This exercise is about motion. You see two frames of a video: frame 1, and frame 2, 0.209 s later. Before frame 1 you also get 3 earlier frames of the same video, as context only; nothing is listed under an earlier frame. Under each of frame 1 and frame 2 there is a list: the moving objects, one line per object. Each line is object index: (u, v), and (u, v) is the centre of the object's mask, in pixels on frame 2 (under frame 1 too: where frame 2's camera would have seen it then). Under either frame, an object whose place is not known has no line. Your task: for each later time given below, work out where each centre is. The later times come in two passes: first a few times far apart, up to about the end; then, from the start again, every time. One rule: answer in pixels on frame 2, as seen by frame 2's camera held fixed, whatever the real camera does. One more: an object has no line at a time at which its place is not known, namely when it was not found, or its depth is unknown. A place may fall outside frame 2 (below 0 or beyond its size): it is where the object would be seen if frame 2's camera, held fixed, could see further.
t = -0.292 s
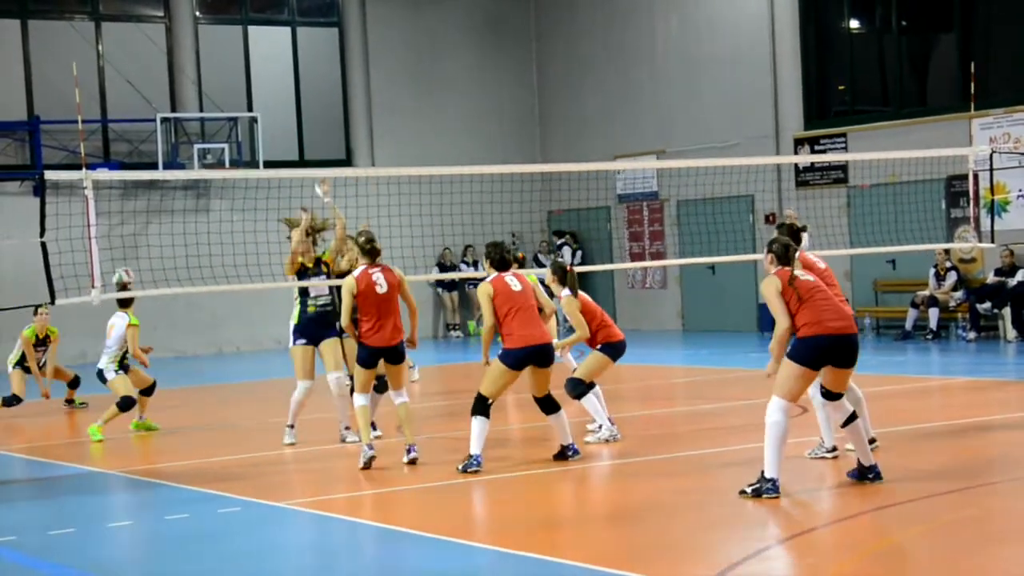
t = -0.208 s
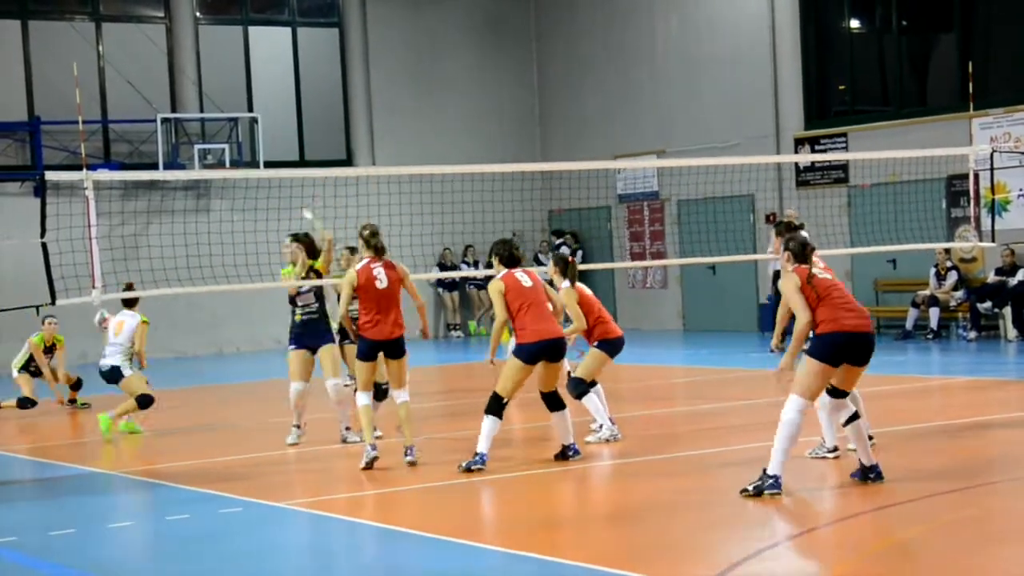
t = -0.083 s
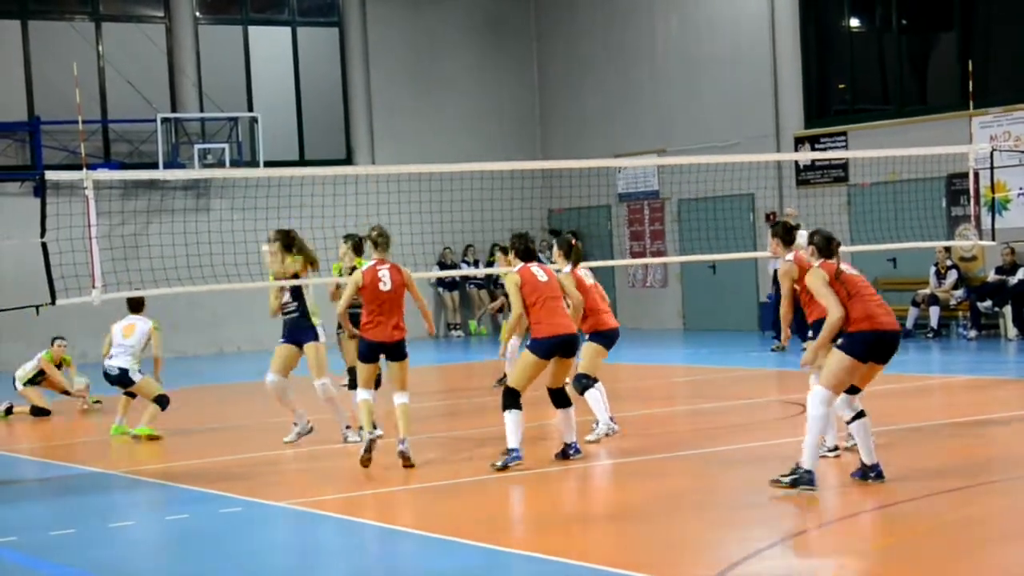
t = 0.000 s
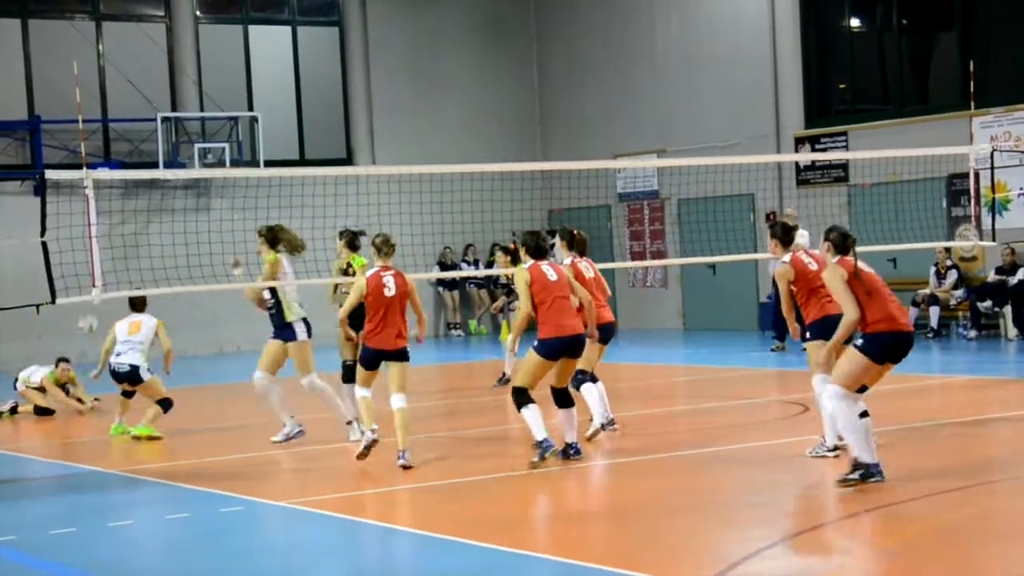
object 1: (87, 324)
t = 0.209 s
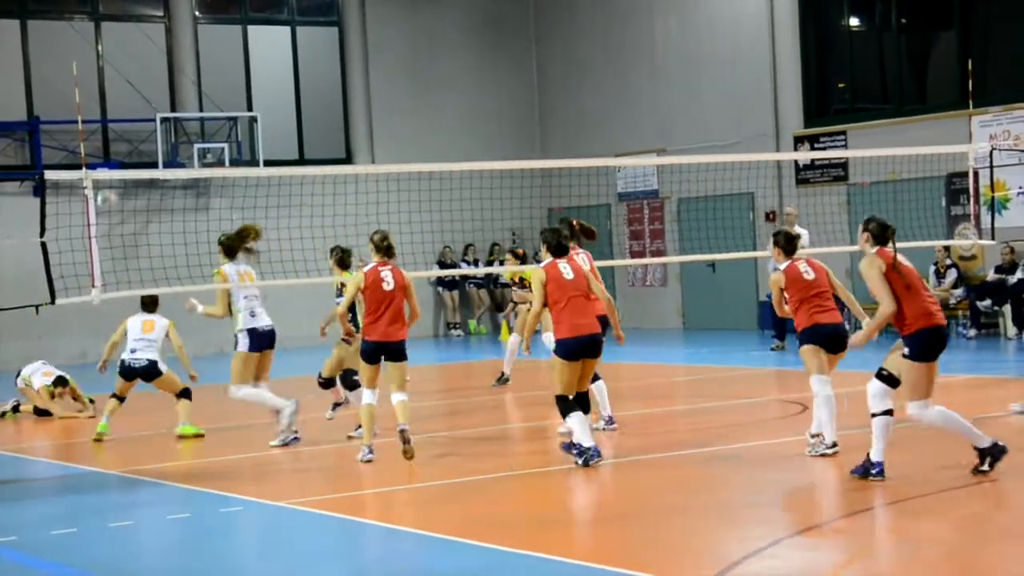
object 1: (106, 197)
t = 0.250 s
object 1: (111, 182)
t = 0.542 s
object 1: (139, 70)
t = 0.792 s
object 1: (168, 38)
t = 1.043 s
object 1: (201, 60)
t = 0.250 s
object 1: (111, 182)
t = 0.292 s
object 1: (114, 159)
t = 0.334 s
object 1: (119, 141)
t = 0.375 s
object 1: (122, 124)
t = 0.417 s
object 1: (126, 108)
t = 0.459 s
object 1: (131, 95)
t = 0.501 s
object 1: (135, 82)
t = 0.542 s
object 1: (139, 70)
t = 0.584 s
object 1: (143, 62)
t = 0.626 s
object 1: (147, 53)
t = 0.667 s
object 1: (154, 48)
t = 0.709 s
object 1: (159, 43)
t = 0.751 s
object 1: (164, 40)
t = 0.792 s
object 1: (168, 38)
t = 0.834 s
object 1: (173, 37)
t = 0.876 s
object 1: (178, 39)
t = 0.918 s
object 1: (184, 42)
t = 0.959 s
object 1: (190, 46)
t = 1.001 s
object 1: (196, 53)
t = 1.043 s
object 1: (201, 60)
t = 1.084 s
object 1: (207, 69)
